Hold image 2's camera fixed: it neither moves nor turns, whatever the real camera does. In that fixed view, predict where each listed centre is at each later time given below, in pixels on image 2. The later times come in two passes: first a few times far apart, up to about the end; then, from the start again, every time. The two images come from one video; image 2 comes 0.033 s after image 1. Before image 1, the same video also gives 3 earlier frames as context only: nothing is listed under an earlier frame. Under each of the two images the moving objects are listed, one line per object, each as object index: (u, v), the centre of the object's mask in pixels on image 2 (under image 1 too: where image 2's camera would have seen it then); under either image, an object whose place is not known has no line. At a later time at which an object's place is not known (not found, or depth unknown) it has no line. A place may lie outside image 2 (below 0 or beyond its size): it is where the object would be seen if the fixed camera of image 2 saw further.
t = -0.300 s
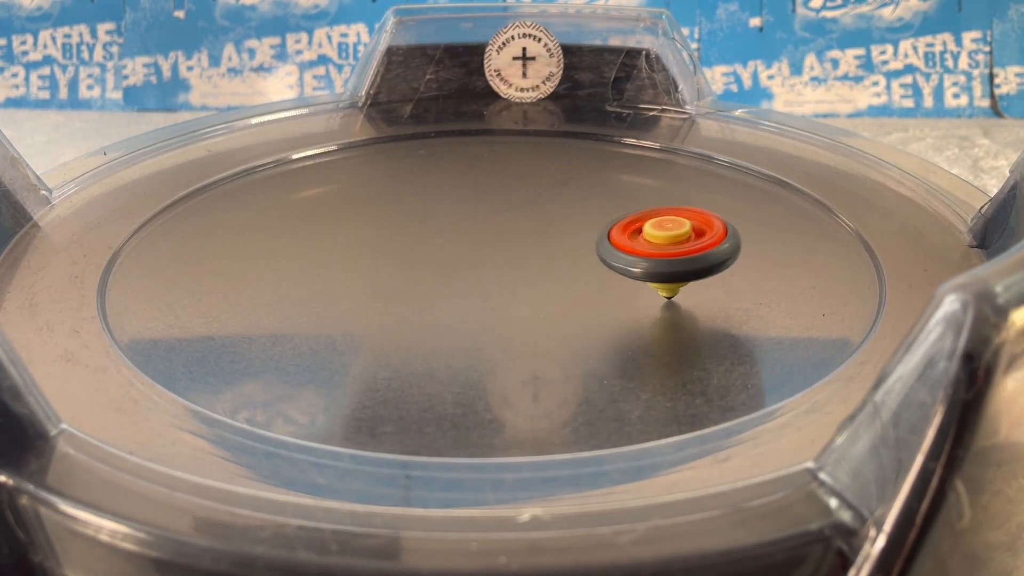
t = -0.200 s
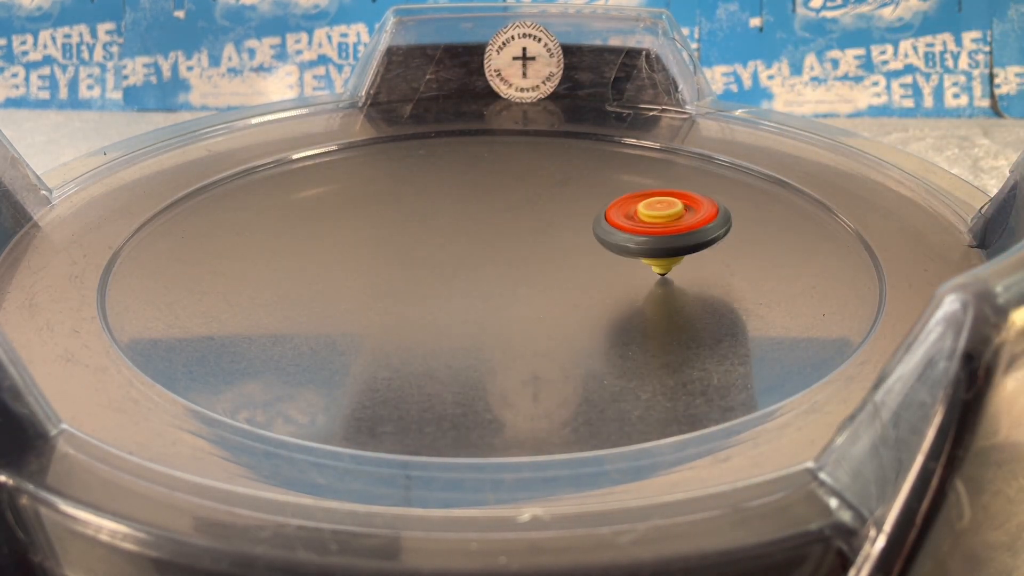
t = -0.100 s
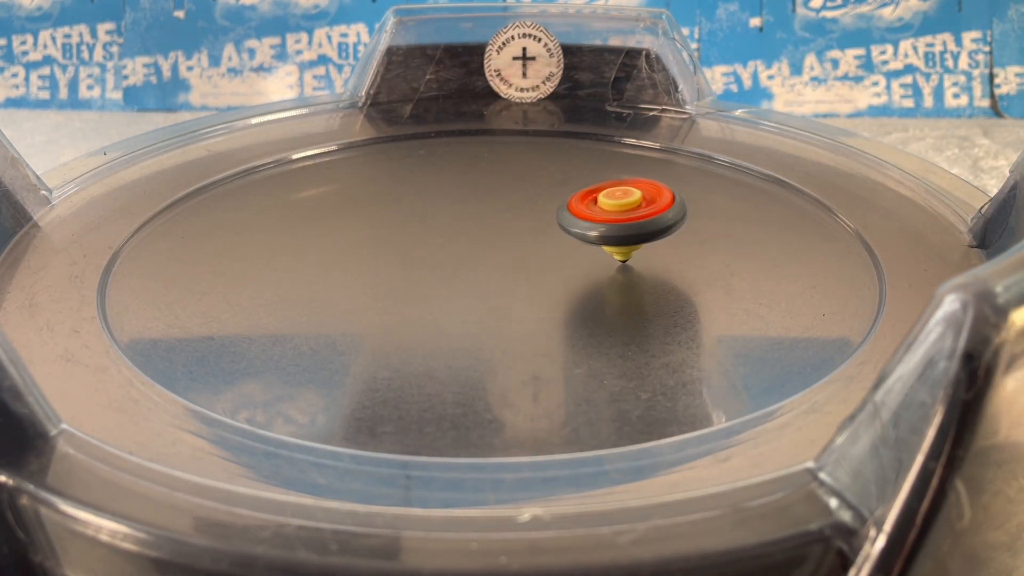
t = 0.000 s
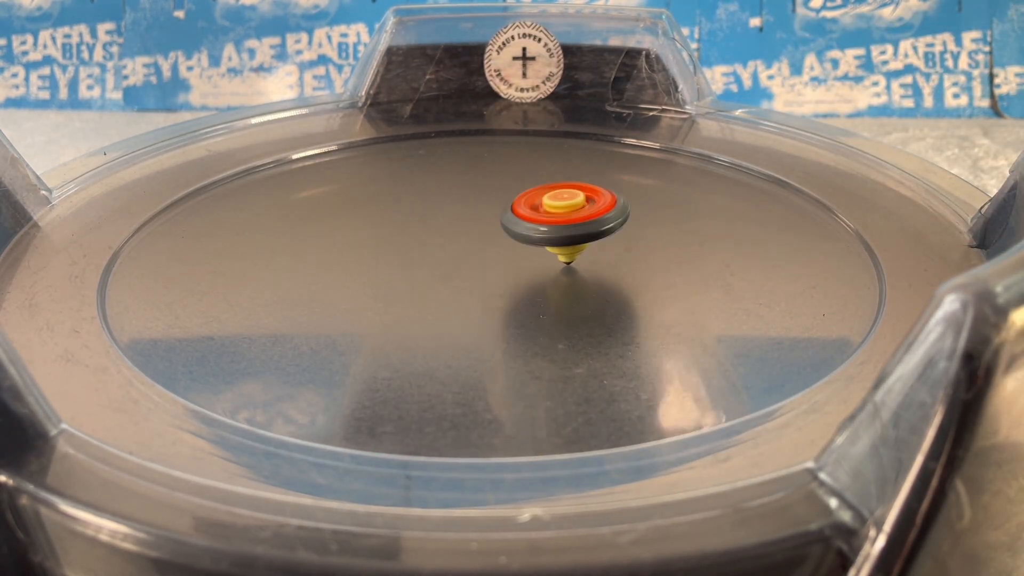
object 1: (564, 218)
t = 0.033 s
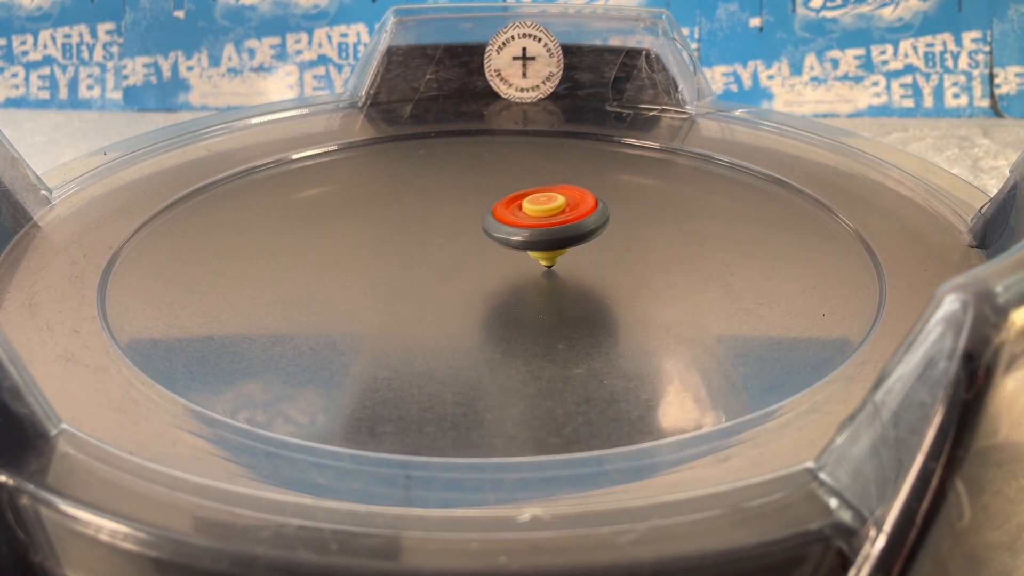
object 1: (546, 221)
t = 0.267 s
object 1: (463, 269)
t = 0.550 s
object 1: (563, 307)
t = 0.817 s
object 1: (622, 265)
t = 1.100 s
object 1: (476, 252)
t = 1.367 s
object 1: (401, 292)
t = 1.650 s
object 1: (523, 302)
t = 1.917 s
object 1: (505, 251)
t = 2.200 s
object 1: (375, 243)
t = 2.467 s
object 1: (396, 283)
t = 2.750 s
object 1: (517, 253)
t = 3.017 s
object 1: (455, 210)
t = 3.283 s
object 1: (384, 236)
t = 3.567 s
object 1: (517, 261)
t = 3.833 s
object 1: (565, 213)
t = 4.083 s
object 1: (480, 206)
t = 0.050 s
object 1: (537, 223)
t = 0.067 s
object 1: (527, 226)
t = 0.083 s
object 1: (518, 229)
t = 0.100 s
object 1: (511, 232)
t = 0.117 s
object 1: (503, 234)
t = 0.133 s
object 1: (495, 238)
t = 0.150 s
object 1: (488, 242)
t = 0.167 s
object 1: (483, 245)
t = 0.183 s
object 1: (477, 249)
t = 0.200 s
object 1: (472, 253)
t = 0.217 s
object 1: (468, 257)
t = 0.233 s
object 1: (466, 261)
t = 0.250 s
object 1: (465, 264)
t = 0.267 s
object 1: (463, 269)
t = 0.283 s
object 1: (463, 273)
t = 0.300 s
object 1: (464, 276)
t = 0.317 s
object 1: (466, 279)
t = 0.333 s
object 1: (467, 283)
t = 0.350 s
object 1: (471, 287)
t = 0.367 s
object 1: (475, 290)
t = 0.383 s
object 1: (480, 293)
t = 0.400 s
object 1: (484, 296)
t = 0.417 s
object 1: (491, 299)
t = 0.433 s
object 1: (499, 300)
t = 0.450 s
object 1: (506, 303)
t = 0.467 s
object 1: (514, 305)
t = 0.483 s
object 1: (524, 306)
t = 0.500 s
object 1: (533, 307)
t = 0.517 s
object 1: (542, 307)
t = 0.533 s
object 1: (552, 308)
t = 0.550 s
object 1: (563, 307)
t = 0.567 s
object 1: (573, 306)
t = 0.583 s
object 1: (581, 306)
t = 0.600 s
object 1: (591, 304)
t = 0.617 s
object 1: (601, 301)
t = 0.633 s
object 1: (608, 299)
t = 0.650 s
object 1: (614, 297)
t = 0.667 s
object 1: (622, 294)
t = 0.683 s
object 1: (626, 291)
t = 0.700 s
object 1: (629, 287)
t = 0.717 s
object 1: (633, 284)
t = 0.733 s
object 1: (634, 281)
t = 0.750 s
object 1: (634, 277)
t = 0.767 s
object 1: (632, 275)
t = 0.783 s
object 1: (631, 271)
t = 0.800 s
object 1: (627, 267)
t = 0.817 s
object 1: (622, 265)
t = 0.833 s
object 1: (618, 262)
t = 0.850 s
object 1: (612, 260)
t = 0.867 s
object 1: (604, 258)
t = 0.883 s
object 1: (596, 256)
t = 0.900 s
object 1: (590, 254)
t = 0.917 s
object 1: (580, 253)
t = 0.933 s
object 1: (571, 252)
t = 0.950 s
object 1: (563, 251)
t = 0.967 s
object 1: (553, 249)
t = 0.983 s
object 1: (543, 249)
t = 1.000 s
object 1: (533, 249)
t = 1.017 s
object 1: (525, 249)
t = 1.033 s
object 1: (514, 249)
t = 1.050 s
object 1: (504, 250)
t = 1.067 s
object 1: (495, 250)
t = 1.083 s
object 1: (486, 251)
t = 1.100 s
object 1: (476, 252)
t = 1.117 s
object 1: (467, 254)
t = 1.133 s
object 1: (460, 255)
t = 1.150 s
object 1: (451, 257)
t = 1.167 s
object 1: (443, 259)
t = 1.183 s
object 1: (438, 261)
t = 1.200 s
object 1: (430, 263)
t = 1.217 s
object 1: (423, 266)
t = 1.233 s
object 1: (419, 269)
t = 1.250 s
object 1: (414, 271)
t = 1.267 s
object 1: (409, 274)
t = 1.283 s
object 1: (406, 277)
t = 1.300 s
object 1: (403, 280)
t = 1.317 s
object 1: (401, 283)
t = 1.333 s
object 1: (400, 286)
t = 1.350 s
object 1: (400, 289)
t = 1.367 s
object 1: (401, 292)
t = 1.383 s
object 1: (402, 296)
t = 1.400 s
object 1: (406, 299)
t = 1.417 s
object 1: (410, 301)
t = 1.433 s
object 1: (415, 304)
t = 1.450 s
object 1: (422, 307)
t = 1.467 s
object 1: (430, 308)
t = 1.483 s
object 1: (437, 310)
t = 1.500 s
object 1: (446, 312)
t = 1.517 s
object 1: (456, 312)
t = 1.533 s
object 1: (464, 313)
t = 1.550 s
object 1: (475, 313)
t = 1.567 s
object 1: (485, 311)
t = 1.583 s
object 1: (493, 311)
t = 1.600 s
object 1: (502, 309)
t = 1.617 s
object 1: (511, 307)
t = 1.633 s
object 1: (517, 305)
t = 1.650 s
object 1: (523, 302)
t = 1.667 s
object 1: (530, 299)
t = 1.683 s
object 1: (533, 296)
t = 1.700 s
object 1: (537, 293)
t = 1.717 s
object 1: (540, 289)
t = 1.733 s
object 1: (541, 286)
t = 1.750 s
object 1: (541, 282)
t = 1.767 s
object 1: (542, 279)
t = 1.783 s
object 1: (540, 275)
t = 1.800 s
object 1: (537, 272)
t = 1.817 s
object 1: (536, 268)
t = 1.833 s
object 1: (531, 265)
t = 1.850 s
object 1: (526, 262)
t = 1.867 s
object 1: (523, 259)
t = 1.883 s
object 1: (516, 256)
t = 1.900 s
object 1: (510, 253)
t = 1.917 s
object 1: (505, 251)
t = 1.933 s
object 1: (497, 248)
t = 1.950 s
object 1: (490, 246)
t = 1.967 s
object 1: (484, 244)
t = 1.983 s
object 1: (475, 242)
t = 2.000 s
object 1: (467, 241)
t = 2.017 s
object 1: (459, 240)
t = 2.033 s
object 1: (450, 239)
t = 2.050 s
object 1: (442, 238)
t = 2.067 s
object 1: (435, 238)
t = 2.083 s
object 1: (425, 238)
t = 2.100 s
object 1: (418, 238)
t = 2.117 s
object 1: (410, 238)
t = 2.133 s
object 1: (401, 238)
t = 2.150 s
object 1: (395, 239)
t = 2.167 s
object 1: (388, 240)
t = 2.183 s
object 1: (380, 241)
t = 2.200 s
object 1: (375, 243)
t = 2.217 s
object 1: (369, 244)
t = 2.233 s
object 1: (363, 247)
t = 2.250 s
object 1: (360, 249)
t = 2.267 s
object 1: (356, 251)
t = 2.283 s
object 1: (352, 254)
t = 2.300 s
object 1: (351, 257)
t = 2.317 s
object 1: (351, 260)
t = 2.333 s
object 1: (351, 263)
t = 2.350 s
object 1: (353, 266)
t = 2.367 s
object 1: (356, 269)
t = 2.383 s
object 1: (360, 272)
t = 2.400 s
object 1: (366, 275)
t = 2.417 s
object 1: (372, 277)
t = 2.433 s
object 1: (379, 280)
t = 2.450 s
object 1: (388, 281)
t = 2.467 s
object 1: (396, 283)
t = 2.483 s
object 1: (406, 285)
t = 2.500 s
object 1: (416, 285)
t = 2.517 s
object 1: (425, 286)
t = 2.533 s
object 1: (436, 285)
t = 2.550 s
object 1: (445, 285)
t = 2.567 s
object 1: (454, 284)
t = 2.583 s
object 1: (464, 282)
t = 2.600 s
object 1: (472, 280)
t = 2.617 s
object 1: (480, 278)
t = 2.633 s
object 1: (488, 275)
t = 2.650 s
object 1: (493, 273)
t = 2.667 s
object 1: (500, 270)
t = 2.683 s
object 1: (505, 266)
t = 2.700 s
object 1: (508, 263)
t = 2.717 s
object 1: (513, 260)
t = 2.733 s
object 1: (515, 256)
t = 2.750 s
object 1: (517, 253)
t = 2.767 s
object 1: (518, 249)
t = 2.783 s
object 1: (517, 245)
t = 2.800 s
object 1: (518, 242)
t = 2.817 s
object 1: (515, 238)
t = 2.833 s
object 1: (513, 235)
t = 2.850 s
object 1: (511, 231)
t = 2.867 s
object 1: (506, 228)
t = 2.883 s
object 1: (503, 225)
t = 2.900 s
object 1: (499, 222)
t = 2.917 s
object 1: (492, 220)
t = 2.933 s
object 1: (488, 217)
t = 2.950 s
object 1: (481, 215)
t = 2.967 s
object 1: (475, 213)
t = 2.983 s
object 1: (469, 211)
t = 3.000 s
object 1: (461, 210)
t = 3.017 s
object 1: (455, 210)
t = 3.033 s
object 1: (448, 208)
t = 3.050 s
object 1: (440, 208)
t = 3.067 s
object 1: (434, 208)
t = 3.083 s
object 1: (426, 208)
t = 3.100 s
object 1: (420, 209)
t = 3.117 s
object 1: (414, 210)
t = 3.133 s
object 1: (407, 211)
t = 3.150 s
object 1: (402, 213)
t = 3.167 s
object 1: (396, 215)
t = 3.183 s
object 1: (392, 217)
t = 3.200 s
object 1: (389, 220)
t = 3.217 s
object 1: (384, 223)
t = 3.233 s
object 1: (384, 226)
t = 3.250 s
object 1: (382, 229)
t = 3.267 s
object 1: (382, 233)
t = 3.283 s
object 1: (384, 236)
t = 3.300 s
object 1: (385, 240)
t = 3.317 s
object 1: (390, 244)
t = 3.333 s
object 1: (394, 246)
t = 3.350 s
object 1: (399, 250)
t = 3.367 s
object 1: (406, 253)
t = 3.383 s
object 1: (412, 255)
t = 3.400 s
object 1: (421, 258)
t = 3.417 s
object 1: (430, 260)
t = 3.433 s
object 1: (438, 262)
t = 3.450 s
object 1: (448, 263)
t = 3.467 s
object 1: (457, 265)
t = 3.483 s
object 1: (468, 265)
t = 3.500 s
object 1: (478, 265)
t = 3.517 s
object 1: (487, 265)
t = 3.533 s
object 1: (498, 264)
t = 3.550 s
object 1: (506, 263)
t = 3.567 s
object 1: (517, 261)
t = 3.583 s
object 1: (525, 259)
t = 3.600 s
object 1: (532, 258)
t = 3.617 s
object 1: (541, 254)
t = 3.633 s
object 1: (546, 253)
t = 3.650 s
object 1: (554, 250)
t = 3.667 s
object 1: (558, 246)
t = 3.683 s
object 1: (562, 243)
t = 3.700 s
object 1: (566, 239)
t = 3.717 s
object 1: (568, 236)
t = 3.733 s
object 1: (571, 233)
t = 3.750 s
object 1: (571, 230)
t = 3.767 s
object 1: (572, 226)
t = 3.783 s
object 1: (572, 222)
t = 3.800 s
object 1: (570, 220)
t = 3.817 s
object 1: (569, 216)
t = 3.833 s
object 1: (565, 213)
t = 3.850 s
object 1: (564, 211)
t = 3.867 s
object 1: (559, 208)
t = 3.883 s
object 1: (555, 206)
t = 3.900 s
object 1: (549, 203)
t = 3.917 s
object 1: (543, 202)
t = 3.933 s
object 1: (538, 200)
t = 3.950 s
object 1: (531, 200)
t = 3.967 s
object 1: (525, 199)
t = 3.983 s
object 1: (517, 199)
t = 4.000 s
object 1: (511, 199)
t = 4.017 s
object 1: (504, 199)
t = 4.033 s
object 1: (497, 201)
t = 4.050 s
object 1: (492, 202)
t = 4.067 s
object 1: (485, 203)
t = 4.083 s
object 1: (480, 206)
